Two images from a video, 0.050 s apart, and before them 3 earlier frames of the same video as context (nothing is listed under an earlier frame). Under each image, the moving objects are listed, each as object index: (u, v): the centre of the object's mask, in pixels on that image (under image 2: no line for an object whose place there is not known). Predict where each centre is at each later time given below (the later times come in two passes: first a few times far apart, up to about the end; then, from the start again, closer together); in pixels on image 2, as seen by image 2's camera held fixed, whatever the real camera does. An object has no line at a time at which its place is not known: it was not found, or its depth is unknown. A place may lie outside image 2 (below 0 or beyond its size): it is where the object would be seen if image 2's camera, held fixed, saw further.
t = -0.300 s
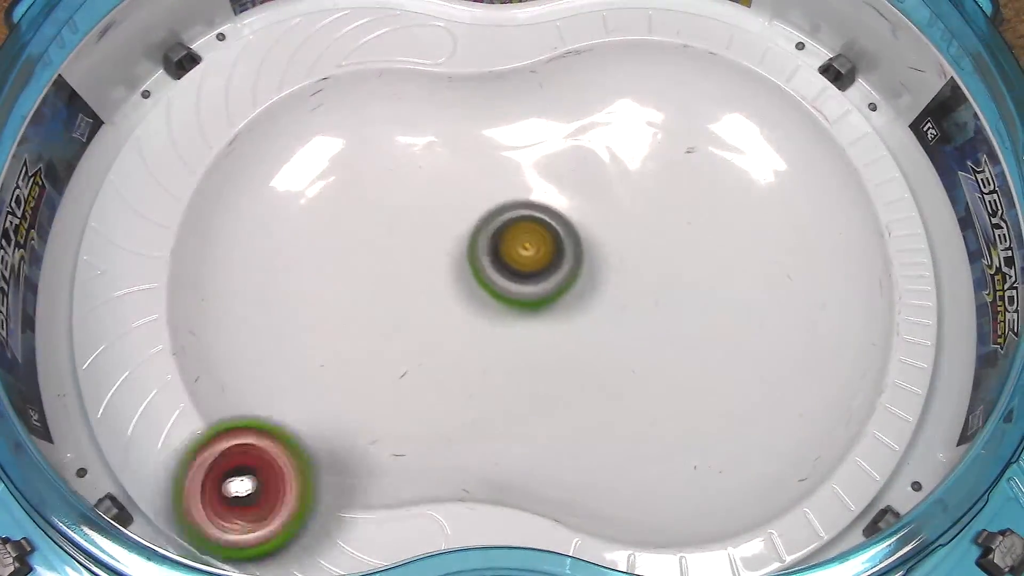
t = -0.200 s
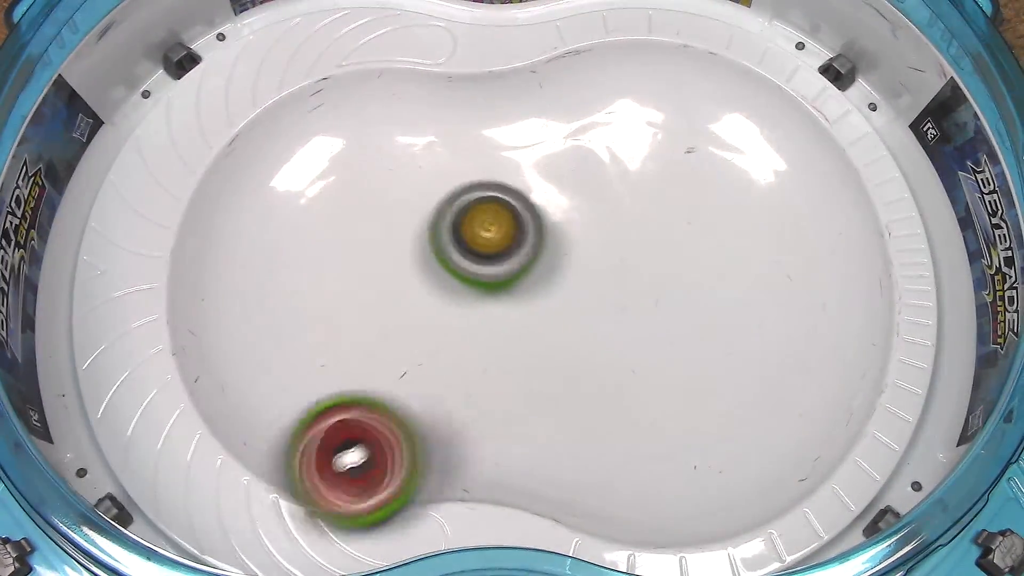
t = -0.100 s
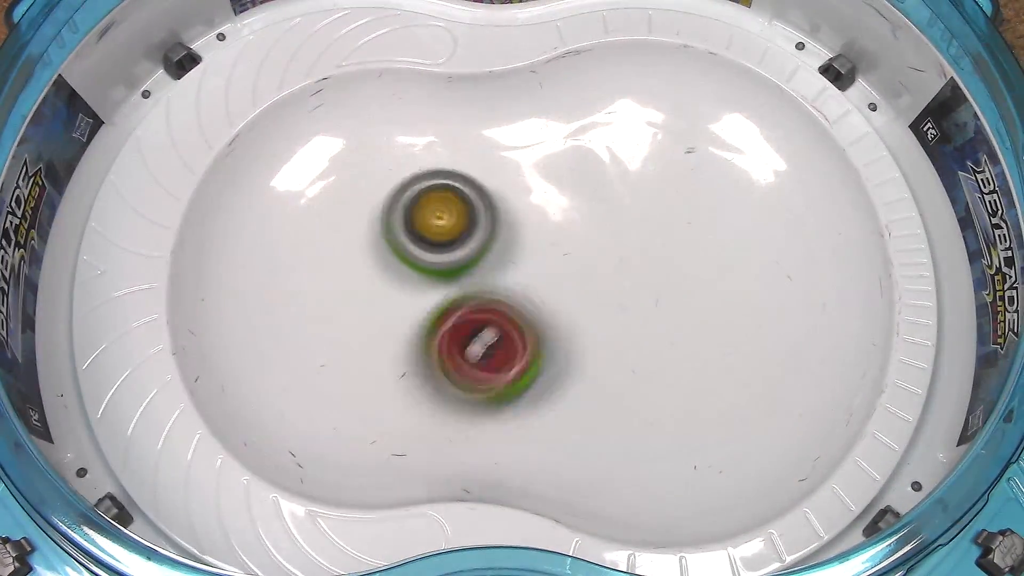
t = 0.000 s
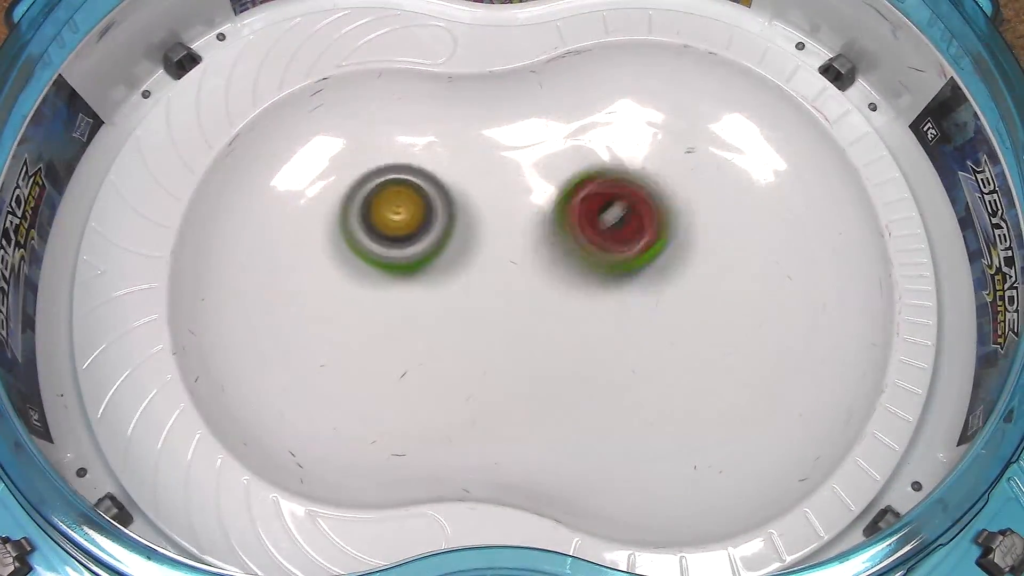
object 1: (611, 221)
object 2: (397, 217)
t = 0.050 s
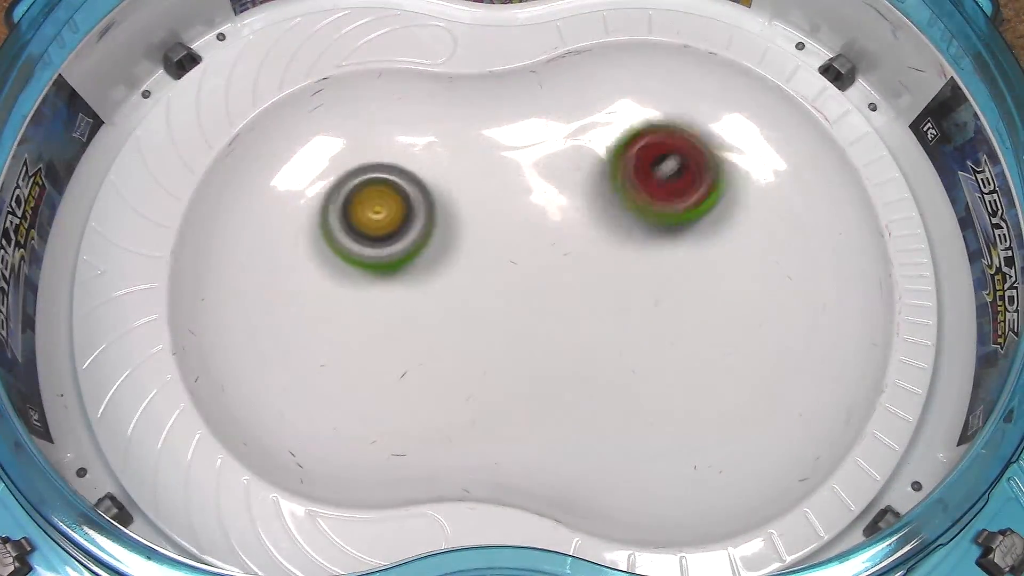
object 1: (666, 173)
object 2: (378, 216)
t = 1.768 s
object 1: (722, 424)
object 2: (592, 120)
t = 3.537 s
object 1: (343, 341)
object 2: (396, 137)
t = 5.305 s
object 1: (452, 273)
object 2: (695, 225)
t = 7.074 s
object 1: (330, 203)
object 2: (619, 194)
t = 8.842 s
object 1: (448, 260)
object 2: (580, 253)
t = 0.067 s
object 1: (681, 159)
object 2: (372, 217)
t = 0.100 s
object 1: (706, 134)
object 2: (360, 218)
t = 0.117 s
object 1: (716, 121)
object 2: (354, 219)
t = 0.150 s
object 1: (730, 103)
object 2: (343, 224)
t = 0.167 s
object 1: (733, 96)
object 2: (338, 228)
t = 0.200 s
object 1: (734, 90)
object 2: (332, 239)
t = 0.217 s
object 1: (731, 91)
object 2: (330, 246)
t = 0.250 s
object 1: (717, 99)
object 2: (329, 260)
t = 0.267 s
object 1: (708, 107)
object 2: (331, 268)
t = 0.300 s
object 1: (684, 125)
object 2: (337, 284)
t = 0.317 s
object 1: (669, 136)
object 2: (342, 292)
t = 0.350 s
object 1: (638, 157)
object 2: (355, 303)
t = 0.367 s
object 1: (622, 166)
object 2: (363, 307)
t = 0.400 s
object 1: (595, 191)
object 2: (381, 312)
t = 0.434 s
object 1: (569, 221)
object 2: (402, 315)
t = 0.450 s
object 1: (559, 236)
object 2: (412, 316)
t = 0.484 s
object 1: (545, 265)
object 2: (431, 318)
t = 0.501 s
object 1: (555, 275)
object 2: (426, 323)
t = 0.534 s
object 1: (584, 293)
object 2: (417, 330)
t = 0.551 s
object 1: (601, 302)
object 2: (414, 334)
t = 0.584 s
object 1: (641, 318)
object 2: (413, 338)
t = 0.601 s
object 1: (663, 326)
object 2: (415, 340)
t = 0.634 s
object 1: (711, 335)
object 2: (423, 342)
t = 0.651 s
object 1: (736, 337)
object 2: (428, 343)
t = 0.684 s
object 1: (781, 334)
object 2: (442, 344)
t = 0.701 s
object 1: (802, 330)
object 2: (450, 344)
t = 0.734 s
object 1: (837, 313)
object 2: (466, 344)
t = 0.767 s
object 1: (857, 292)
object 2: (483, 341)
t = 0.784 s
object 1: (858, 280)
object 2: (492, 340)
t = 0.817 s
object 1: (849, 260)
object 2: (510, 335)
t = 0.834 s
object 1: (836, 249)
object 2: (518, 333)
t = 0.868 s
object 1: (804, 229)
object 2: (533, 328)
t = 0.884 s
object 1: (784, 218)
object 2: (540, 325)
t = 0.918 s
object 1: (740, 192)
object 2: (551, 318)
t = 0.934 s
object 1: (719, 179)
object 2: (556, 315)
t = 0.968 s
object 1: (676, 157)
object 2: (563, 308)
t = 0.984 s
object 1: (654, 149)
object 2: (566, 305)
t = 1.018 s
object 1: (608, 142)
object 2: (569, 298)
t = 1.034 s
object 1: (584, 142)
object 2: (571, 294)
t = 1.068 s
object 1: (542, 148)
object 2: (573, 286)
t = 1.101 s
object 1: (500, 165)
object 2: (575, 278)
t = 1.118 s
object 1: (475, 176)
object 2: (576, 274)
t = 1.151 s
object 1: (431, 204)
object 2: (577, 269)
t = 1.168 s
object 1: (410, 219)
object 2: (578, 266)
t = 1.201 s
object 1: (374, 250)
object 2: (580, 260)
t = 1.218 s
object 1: (359, 266)
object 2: (580, 257)
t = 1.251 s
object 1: (333, 299)
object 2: (580, 251)
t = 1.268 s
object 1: (323, 316)
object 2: (580, 248)
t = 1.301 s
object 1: (309, 350)
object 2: (578, 243)
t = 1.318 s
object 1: (305, 366)
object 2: (576, 241)
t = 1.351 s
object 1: (305, 397)
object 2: (571, 237)
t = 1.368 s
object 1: (310, 411)
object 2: (568, 235)
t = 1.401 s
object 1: (326, 431)
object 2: (560, 233)
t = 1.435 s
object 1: (350, 441)
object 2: (551, 231)
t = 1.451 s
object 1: (364, 441)
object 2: (547, 232)
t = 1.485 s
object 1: (399, 433)
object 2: (539, 233)
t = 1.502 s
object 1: (416, 426)
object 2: (536, 234)
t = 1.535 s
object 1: (454, 404)
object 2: (532, 237)
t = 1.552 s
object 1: (474, 390)
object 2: (530, 238)
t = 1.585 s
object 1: (515, 362)
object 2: (529, 240)
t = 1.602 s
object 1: (534, 350)
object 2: (530, 239)
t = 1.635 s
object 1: (563, 365)
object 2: (542, 206)
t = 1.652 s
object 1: (580, 375)
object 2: (550, 189)
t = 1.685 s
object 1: (615, 394)
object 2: (562, 159)
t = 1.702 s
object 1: (633, 402)
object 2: (568, 148)
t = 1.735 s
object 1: (676, 417)
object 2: (581, 129)
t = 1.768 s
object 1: (722, 424)
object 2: (592, 120)
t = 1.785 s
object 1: (744, 424)
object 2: (597, 119)
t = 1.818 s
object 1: (787, 413)
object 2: (606, 123)
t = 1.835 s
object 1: (805, 403)
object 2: (610, 128)
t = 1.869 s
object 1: (830, 375)
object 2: (616, 141)
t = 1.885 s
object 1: (837, 357)
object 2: (619, 149)
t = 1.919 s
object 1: (839, 317)
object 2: (623, 167)
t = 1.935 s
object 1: (835, 296)
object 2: (625, 175)
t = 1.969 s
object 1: (812, 249)
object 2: (632, 192)
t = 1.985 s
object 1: (796, 226)
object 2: (637, 200)
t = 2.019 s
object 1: (765, 185)
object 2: (636, 212)
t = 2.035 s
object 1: (767, 166)
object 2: (624, 213)
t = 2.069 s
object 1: (761, 134)
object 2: (596, 218)
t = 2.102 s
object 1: (746, 109)
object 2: (572, 226)
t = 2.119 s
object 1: (733, 100)
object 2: (562, 231)
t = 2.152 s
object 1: (701, 91)
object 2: (548, 242)
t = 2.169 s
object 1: (682, 90)
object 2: (543, 247)
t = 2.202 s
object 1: (637, 98)
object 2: (536, 260)
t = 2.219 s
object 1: (614, 106)
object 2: (535, 267)
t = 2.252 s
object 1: (568, 131)
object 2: (537, 280)
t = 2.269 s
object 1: (546, 148)
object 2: (541, 287)
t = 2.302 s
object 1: (499, 189)
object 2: (552, 300)
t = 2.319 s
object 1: (475, 206)
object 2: (562, 314)
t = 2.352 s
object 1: (432, 244)
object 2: (585, 338)
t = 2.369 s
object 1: (413, 263)
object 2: (599, 348)
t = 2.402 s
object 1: (376, 304)
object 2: (632, 367)
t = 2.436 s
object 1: (346, 343)
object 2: (669, 384)
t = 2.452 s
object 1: (334, 361)
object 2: (690, 388)
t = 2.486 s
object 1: (317, 394)
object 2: (727, 390)
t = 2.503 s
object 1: (311, 408)
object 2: (743, 389)
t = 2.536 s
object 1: (307, 430)
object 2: (777, 377)
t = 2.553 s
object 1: (308, 437)
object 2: (791, 367)
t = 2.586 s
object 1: (323, 442)
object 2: (810, 346)
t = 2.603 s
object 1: (333, 441)
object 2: (817, 332)
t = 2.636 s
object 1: (357, 428)
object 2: (825, 300)
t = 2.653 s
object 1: (370, 417)
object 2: (825, 282)
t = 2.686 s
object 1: (400, 393)
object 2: (817, 249)
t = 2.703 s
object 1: (415, 379)
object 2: (809, 231)
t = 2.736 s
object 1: (446, 350)
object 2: (783, 197)
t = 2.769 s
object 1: (475, 324)
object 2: (750, 172)
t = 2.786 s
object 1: (490, 311)
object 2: (733, 161)
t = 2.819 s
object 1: (516, 286)
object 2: (688, 146)
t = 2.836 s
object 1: (527, 275)
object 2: (666, 144)
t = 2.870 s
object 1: (548, 256)
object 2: (624, 146)
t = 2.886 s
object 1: (555, 249)
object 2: (605, 147)
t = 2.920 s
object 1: (549, 258)
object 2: (586, 137)
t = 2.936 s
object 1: (544, 263)
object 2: (579, 134)
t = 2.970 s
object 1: (529, 273)
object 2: (565, 132)
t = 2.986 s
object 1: (520, 279)
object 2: (557, 135)
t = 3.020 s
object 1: (502, 290)
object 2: (543, 147)
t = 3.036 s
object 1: (492, 295)
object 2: (534, 155)
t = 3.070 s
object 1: (474, 305)
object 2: (513, 175)
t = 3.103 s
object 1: (462, 314)
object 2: (492, 196)
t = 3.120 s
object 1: (456, 319)
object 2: (481, 207)
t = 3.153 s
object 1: (426, 365)
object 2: (481, 186)
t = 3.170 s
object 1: (413, 385)
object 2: (482, 175)
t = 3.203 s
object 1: (391, 416)
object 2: (480, 158)
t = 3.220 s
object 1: (381, 427)
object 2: (479, 152)
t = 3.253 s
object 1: (367, 437)
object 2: (469, 143)
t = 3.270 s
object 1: (361, 438)
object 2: (464, 141)
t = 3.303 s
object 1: (354, 432)
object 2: (450, 140)
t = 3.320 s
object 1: (352, 426)
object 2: (442, 142)
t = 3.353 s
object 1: (354, 406)
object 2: (427, 147)
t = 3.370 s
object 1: (357, 393)
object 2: (417, 151)
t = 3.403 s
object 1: (364, 366)
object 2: (402, 160)
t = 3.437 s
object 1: (370, 339)
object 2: (390, 172)
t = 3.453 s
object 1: (371, 327)
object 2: (385, 177)
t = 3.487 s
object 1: (373, 304)
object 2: (380, 191)
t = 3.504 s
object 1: (366, 313)
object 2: (385, 176)
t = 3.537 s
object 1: (343, 341)
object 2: (396, 137)
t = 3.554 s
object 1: (332, 353)
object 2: (401, 120)
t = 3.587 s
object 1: (312, 373)
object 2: (405, 97)
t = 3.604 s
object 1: (306, 382)
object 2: (407, 91)
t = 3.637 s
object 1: (299, 399)
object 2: (409, 91)
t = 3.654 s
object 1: (300, 406)
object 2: (409, 97)
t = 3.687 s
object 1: (310, 413)
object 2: (407, 122)
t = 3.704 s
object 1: (319, 415)
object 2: (405, 135)
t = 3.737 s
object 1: (342, 413)
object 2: (401, 167)
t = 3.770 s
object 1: (370, 404)
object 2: (397, 201)
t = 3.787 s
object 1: (382, 397)
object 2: (398, 216)
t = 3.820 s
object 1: (403, 376)
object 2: (400, 247)
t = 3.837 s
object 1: (410, 366)
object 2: (403, 258)
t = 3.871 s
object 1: (410, 378)
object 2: (419, 254)
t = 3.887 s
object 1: (411, 389)
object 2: (430, 248)
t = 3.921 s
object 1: (414, 393)
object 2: (452, 241)
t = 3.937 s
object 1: (418, 393)
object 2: (464, 240)
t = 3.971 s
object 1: (426, 390)
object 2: (490, 238)
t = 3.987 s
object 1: (431, 388)
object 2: (503, 239)
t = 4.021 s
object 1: (440, 379)
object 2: (530, 245)
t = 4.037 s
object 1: (443, 374)
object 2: (542, 249)
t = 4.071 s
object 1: (450, 359)
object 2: (573, 263)
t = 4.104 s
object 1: (454, 345)
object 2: (604, 280)
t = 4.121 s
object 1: (454, 337)
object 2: (618, 290)
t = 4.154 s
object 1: (451, 321)
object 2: (651, 310)
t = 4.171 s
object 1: (449, 313)
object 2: (668, 323)
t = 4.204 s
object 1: (441, 295)
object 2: (699, 343)
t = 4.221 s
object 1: (436, 287)
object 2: (715, 350)
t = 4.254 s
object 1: (423, 270)
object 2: (748, 361)
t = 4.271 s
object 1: (415, 262)
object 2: (761, 364)
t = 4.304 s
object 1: (397, 246)
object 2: (791, 364)
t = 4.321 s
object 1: (385, 238)
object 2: (802, 364)
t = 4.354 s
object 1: (362, 222)
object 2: (820, 355)
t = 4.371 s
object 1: (349, 214)
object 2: (826, 346)
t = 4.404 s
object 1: (322, 202)
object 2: (830, 330)
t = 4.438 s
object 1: (294, 194)
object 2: (824, 311)
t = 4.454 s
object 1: (283, 194)
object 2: (816, 301)
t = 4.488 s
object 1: (260, 197)
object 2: (799, 284)
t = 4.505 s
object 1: (251, 201)
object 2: (789, 278)
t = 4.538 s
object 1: (242, 217)
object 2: (763, 266)
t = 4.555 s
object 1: (240, 229)
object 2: (749, 260)
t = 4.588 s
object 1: (245, 256)
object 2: (719, 255)
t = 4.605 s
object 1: (250, 271)
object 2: (701, 255)
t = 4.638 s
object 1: (267, 301)
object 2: (670, 257)
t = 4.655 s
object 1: (278, 311)
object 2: (656, 260)
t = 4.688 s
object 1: (307, 328)
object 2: (626, 267)
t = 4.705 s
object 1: (323, 333)
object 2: (611, 271)
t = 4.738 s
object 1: (358, 335)
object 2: (582, 285)
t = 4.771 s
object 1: (395, 328)
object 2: (554, 299)
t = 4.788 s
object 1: (413, 323)
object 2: (538, 307)
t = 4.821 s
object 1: (399, 293)
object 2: (557, 325)
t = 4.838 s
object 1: (381, 280)
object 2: (587, 342)
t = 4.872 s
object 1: (339, 248)
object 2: (641, 368)
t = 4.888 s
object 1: (323, 235)
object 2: (673, 383)
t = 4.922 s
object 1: (290, 210)
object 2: (719, 396)
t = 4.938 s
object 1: (275, 199)
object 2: (743, 401)
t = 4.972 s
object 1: (251, 185)
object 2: (775, 404)
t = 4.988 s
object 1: (244, 180)
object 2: (789, 400)
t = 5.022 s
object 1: (237, 179)
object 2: (805, 389)
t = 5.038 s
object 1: (239, 183)
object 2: (809, 383)
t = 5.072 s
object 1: (253, 197)
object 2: (813, 360)
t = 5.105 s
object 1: (278, 217)
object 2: (809, 335)
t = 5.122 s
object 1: (289, 226)
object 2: (805, 324)
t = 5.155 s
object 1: (319, 244)
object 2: (794, 298)
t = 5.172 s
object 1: (334, 250)
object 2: (786, 285)
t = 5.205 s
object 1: (365, 263)
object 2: (765, 265)
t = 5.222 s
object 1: (379, 267)
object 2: (755, 255)
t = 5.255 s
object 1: (409, 272)
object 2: (731, 240)
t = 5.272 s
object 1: (422, 274)
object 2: (721, 235)
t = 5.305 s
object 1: (452, 273)
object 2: (695, 225)
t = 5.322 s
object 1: (467, 272)
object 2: (681, 221)
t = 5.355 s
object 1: (494, 266)
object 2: (655, 215)
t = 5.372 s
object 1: (510, 262)
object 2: (645, 212)
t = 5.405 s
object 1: (520, 251)
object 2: (638, 207)
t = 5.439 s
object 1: (507, 246)
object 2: (655, 200)
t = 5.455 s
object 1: (503, 241)
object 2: (664, 197)
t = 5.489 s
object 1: (498, 232)
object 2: (680, 195)
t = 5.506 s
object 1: (498, 227)
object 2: (683, 194)
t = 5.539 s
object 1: (494, 218)
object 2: (691, 194)
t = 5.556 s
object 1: (493, 214)
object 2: (694, 193)
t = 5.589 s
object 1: (487, 208)
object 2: (697, 193)
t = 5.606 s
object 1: (485, 205)
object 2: (699, 192)
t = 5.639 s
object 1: (479, 200)
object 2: (700, 190)
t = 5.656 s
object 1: (477, 200)
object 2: (701, 190)
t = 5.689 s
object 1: (471, 199)
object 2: (703, 187)
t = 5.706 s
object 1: (468, 200)
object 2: (703, 187)
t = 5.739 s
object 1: (464, 202)
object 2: (704, 186)
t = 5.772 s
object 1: (460, 206)
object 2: (704, 186)
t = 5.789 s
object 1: (459, 210)
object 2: (703, 187)
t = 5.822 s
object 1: (459, 216)
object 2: (701, 191)
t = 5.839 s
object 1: (459, 221)
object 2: (699, 193)
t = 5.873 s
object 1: (461, 230)
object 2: (694, 200)
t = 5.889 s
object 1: (462, 236)
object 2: (692, 203)
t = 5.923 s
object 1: (469, 248)
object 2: (686, 213)
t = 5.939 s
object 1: (471, 254)
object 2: (683, 219)
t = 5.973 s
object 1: (482, 267)
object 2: (676, 230)
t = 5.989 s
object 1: (486, 272)
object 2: (672, 238)
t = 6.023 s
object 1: (497, 286)
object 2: (667, 252)
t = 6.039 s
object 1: (503, 291)
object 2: (662, 258)
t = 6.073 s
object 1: (517, 306)
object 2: (655, 273)
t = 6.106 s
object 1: (533, 319)
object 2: (650, 287)
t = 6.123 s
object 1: (539, 324)
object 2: (648, 293)
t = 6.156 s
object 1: (536, 330)
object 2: (657, 310)
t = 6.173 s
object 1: (533, 331)
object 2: (664, 320)
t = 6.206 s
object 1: (524, 335)
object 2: (676, 335)
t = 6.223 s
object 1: (521, 336)
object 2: (678, 342)
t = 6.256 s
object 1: (515, 338)
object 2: (682, 353)
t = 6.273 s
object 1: (513, 339)
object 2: (681, 358)
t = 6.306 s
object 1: (506, 340)
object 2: (681, 367)
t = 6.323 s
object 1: (505, 339)
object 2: (679, 369)
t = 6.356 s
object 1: (498, 336)
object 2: (677, 376)
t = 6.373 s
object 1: (497, 334)
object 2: (675, 377)
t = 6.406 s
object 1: (489, 328)
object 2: (672, 381)
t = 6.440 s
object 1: (484, 321)
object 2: (669, 381)
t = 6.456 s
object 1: (479, 316)
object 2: (666, 381)
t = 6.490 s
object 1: (473, 307)
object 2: (662, 379)
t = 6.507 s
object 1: (468, 302)
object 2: (659, 378)
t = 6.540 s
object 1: (461, 291)
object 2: (655, 374)
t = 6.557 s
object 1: (455, 285)
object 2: (652, 371)
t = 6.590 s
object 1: (448, 274)
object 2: (648, 364)
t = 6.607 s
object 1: (442, 268)
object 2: (645, 360)
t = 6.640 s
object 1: (435, 256)
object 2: (642, 352)
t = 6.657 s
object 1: (430, 250)
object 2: (639, 345)
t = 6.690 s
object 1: (422, 237)
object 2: (636, 334)
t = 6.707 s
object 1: (416, 231)
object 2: (633, 326)
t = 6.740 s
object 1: (409, 219)
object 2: (630, 314)
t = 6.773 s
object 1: (398, 208)
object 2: (625, 300)
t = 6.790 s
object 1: (394, 203)
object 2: (623, 293)
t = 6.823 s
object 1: (383, 193)
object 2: (621, 278)
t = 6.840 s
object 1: (379, 189)
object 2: (620, 271)
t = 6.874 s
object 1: (367, 183)
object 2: (618, 256)
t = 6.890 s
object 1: (363, 180)
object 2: (617, 249)
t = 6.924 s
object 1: (352, 178)
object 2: (617, 234)
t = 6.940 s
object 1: (349, 178)
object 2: (616, 228)
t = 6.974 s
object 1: (340, 181)
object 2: (616, 216)
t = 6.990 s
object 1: (338, 182)
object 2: (615, 211)
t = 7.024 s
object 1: (333, 190)
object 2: (616, 202)
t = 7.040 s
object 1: (332, 193)
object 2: (616, 199)
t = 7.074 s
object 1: (330, 203)
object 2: (619, 194)
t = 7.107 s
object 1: (332, 214)
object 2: (623, 191)
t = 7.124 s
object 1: (331, 221)
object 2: (626, 191)
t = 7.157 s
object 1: (337, 231)
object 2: (632, 191)
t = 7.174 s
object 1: (339, 239)
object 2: (634, 191)
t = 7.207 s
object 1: (348, 249)
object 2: (641, 192)
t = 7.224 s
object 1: (353, 257)
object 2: (644, 192)
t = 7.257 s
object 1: (365, 266)
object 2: (651, 193)
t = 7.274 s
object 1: (371, 273)
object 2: (654, 195)
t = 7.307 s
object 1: (385, 281)
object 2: (662, 198)
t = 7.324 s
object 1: (392, 288)
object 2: (665, 201)
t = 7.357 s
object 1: (407, 297)
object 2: (672, 206)
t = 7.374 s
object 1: (416, 304)
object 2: (674, 209)
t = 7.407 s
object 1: (433, 314)
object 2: (680, 216)
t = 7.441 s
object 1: (451, 326)
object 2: (685, 224)
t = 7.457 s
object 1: (461, 329)
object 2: (687, 229)
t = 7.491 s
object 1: (484, 340)
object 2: (690, 238)
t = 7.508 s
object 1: (495, 343)
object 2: (692, 244)
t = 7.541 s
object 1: (522, 351)
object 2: (694, 254)
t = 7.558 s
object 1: (534, 353)
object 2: (694, 260)
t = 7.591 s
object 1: (565, 358)
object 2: (694, 271)
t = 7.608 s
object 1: (579, 360)
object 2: (694, 278)
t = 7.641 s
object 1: (612, 364)
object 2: (693, 290)
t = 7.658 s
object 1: (618, 366)
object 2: (697, 293)
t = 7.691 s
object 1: (620, 375)
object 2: (715, 302)
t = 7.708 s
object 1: (620, 380)
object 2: (726, 302)
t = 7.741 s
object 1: (627, 387)
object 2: (736, 308)
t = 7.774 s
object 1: (635, 394)
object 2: (743, 308)
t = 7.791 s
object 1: (638, 396)
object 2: (745, 309)
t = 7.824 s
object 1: (648, 396)
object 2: (749, 310)
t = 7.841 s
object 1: (652, 395)
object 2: (750, 312)
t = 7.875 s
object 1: (662, 391)
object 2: (747, 311)
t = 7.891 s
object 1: (662, 390)
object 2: (749, 310)
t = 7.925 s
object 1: (640, 388)
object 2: (775, 300)
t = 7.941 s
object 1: (630, 387)
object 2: (785, 290)
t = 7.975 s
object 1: (618, 379)
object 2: (798, 279)
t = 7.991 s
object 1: (615, 377)
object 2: (800, 273)
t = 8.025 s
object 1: (609, 368)
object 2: (800, 260)
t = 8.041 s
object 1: (606, 362)
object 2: (799, 255)
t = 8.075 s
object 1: (600, 349)
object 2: (791, 245)
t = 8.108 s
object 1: (598, 333)
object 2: (781, 237)
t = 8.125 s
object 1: (595, 324)
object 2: (774, 234)
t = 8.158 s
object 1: (589, 304)
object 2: (759, 227)
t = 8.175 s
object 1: (586, 295)
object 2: (752, 226)
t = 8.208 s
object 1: (581, 274)
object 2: (735, 224)
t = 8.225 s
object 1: (580, 265)
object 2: (726, 223)
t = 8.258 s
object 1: (576, 245)
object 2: (709, 222)
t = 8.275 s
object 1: (575, 235)
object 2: (701, 221)
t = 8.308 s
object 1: (568, 218)
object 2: (686, 221)
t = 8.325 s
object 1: (563, 209)
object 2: (681, 221)
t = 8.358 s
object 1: (551, 191)
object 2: (672, 223)
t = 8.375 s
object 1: (546, 183)
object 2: (668, 224)
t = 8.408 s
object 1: (533, 168)
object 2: (658, 225)
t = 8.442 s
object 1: (522, 156)
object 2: (650, 224)
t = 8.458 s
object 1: (517, 152)
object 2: (648, 225)
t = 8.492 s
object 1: (510, 144)
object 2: (641, 228)
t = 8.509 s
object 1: (506, 143)
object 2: (635, 230)
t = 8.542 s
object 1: (496, 142)
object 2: (628, 232)
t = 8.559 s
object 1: (493, 141)
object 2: (625, 233)
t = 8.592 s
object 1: (486, 147)
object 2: (618, 235)
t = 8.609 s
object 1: (482, 148)
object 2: (616, 238)
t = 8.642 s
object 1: (474, 157)
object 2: (608, 240)
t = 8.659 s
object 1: (470, 162)
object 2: (604, 240)
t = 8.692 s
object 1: (461, 175)
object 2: (600, 243)
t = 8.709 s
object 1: (458, 182)
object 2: (598, 244)
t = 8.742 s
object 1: (455, 197)
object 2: (592, 246)
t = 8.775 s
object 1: (450, 220)
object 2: (587, 249)
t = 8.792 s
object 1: (449, 229)
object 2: (585, 250)
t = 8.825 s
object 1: (448, 249)
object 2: (583, 252)
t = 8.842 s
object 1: (448, 260)
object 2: (580, 253)
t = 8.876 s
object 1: (448, 282)
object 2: (576, 255)
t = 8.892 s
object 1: (447, 294)
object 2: (576, 255)
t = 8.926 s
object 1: (448, 313)
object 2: (572, 258)
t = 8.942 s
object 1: (449, 324)
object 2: (570, 259)
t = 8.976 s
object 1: (453, 343)
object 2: (571, 261)
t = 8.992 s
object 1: (455, 352)
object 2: (569, 262)
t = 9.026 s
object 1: (460, 366)
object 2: (568, 262)
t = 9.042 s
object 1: (465, 370)
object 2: (570, 264)
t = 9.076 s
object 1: (474, 380)
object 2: (569, 266)
